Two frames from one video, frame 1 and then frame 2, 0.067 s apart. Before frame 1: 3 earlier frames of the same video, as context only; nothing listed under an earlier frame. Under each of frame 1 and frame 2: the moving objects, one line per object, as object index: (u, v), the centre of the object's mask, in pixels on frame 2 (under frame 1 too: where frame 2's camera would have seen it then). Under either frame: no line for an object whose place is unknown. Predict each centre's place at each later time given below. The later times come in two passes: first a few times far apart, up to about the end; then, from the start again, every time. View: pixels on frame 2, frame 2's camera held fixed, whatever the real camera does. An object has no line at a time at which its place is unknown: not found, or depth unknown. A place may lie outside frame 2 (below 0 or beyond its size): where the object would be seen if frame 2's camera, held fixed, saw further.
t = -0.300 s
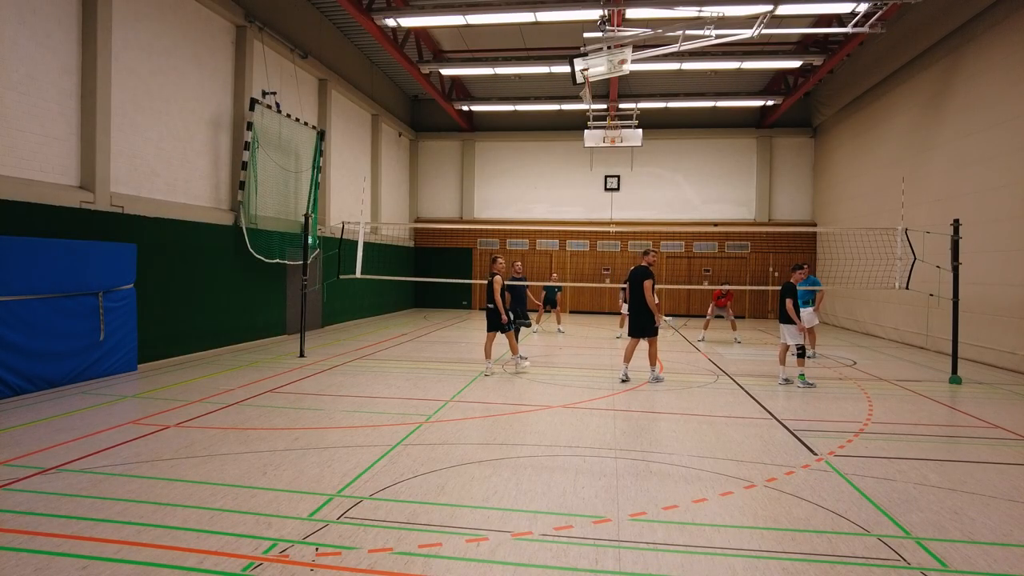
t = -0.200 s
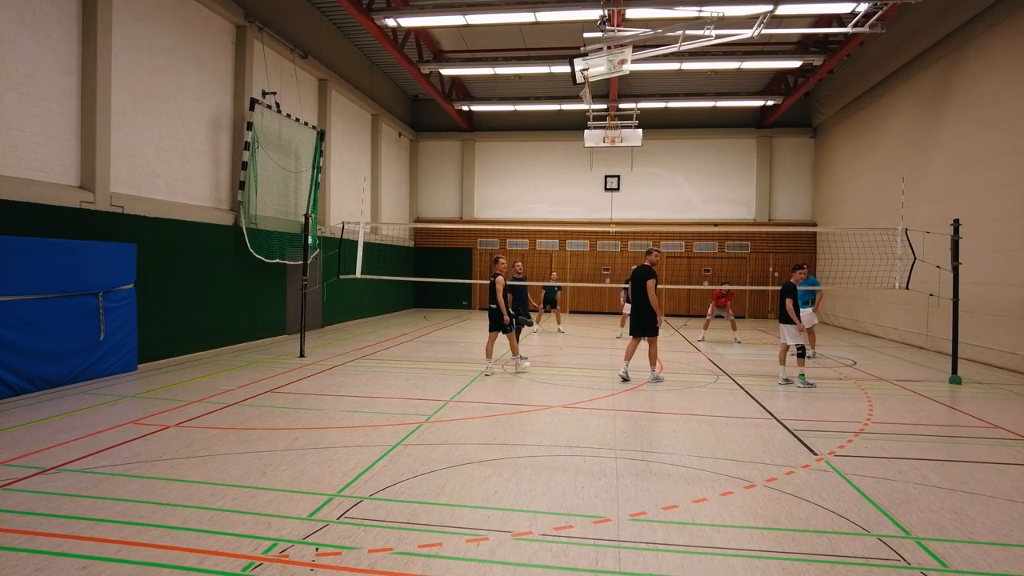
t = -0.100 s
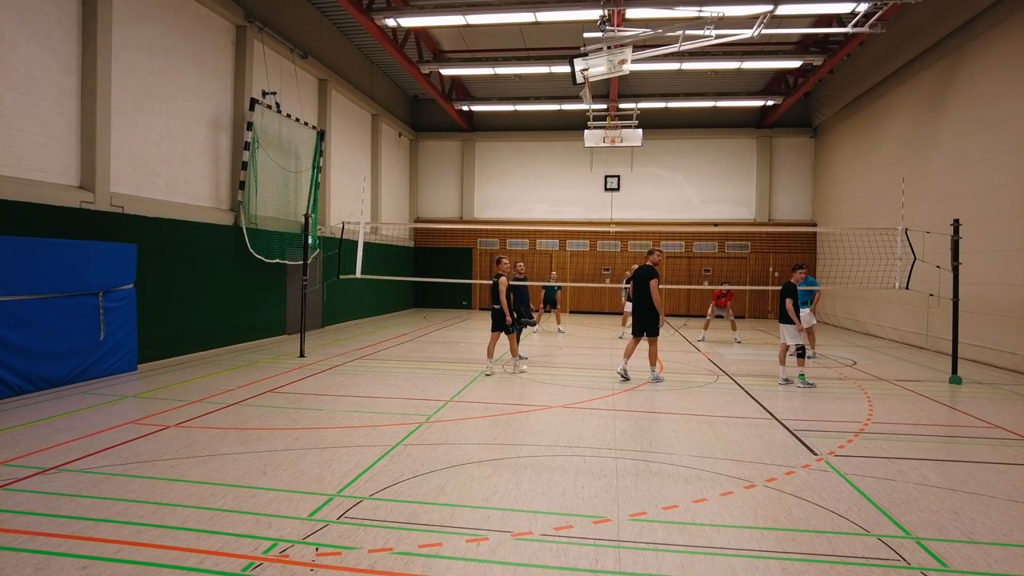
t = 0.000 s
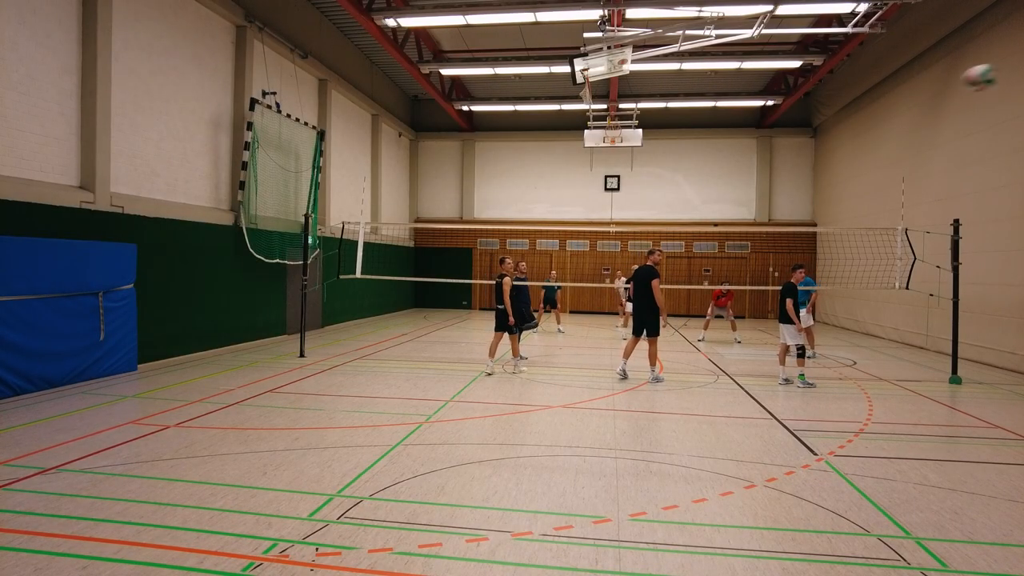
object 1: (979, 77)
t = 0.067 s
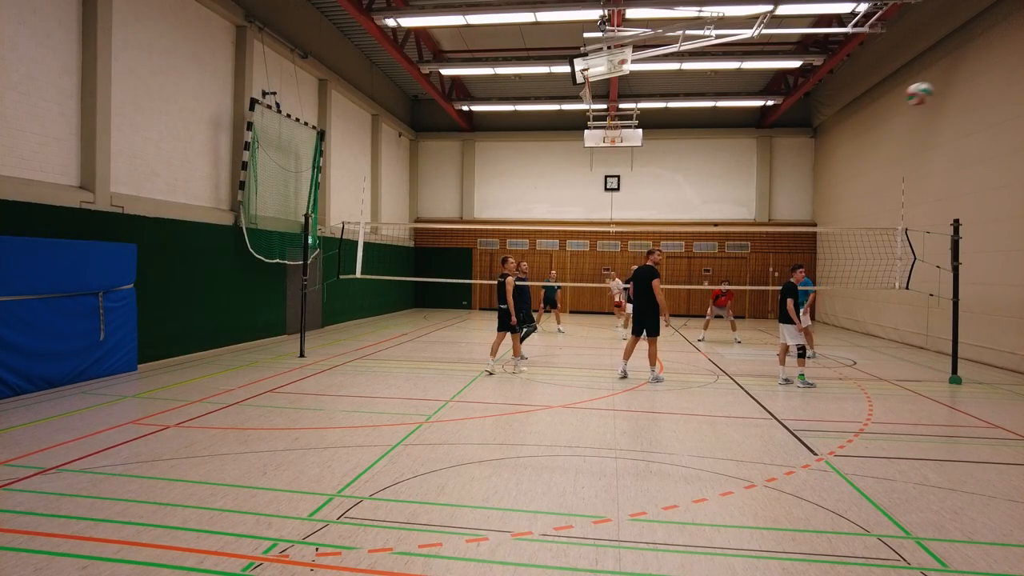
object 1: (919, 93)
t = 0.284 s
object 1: (812, 140)
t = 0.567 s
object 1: (750, 204)
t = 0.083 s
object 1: (907, 97)
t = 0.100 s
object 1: (896, 100)
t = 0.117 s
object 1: (885, 104)
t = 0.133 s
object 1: (875, 108)
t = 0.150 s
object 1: (866, 111)
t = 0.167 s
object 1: (858, 115)
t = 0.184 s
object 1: (850, 118)
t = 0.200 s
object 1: (843, 122)
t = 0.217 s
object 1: (836, 126)
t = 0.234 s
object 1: (829, 130)
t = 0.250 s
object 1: (823, 133)
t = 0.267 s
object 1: (818, 137)
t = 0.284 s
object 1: (812, 140)
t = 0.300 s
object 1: (807, 144)
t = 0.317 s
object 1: (802, 148)
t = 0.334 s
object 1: (797, 151)
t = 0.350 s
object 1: (793, 155)
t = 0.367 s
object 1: (789, 158)
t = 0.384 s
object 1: (785, 162)
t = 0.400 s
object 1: (781, 166)
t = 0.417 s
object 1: (777, 170)
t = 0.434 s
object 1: (773, 174)
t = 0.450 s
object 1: (770, 178)
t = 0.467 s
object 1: (767, 181)
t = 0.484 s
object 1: (763, 185)
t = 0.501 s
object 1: (761, 189)
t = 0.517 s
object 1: (758, 193)
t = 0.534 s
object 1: (755, 197)
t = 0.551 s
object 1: (752, 200)
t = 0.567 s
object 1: (750, 204)
